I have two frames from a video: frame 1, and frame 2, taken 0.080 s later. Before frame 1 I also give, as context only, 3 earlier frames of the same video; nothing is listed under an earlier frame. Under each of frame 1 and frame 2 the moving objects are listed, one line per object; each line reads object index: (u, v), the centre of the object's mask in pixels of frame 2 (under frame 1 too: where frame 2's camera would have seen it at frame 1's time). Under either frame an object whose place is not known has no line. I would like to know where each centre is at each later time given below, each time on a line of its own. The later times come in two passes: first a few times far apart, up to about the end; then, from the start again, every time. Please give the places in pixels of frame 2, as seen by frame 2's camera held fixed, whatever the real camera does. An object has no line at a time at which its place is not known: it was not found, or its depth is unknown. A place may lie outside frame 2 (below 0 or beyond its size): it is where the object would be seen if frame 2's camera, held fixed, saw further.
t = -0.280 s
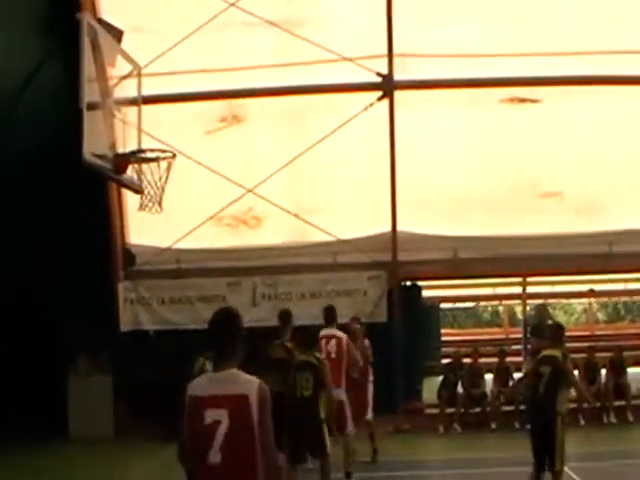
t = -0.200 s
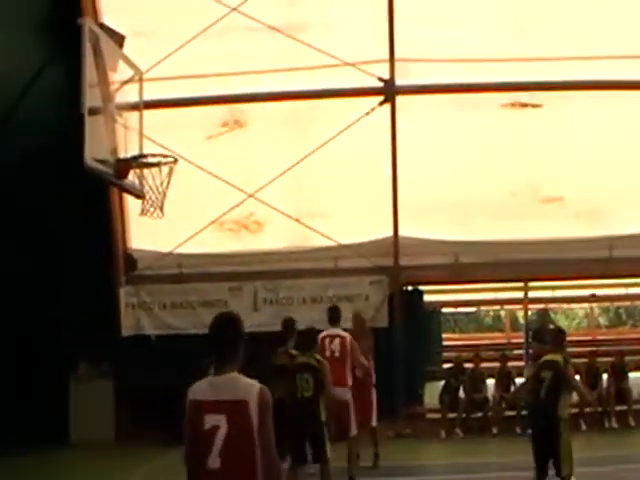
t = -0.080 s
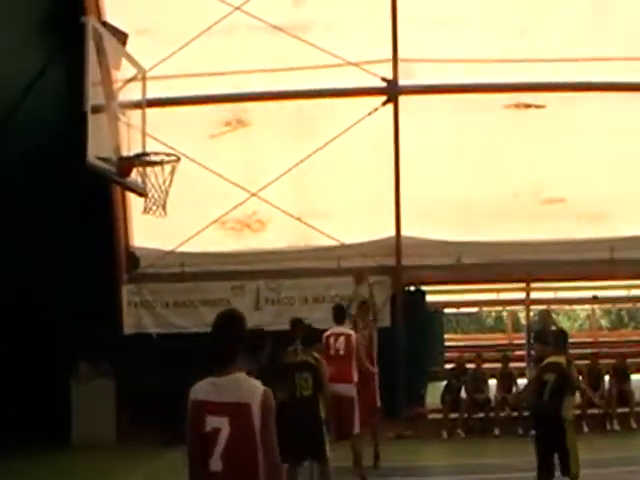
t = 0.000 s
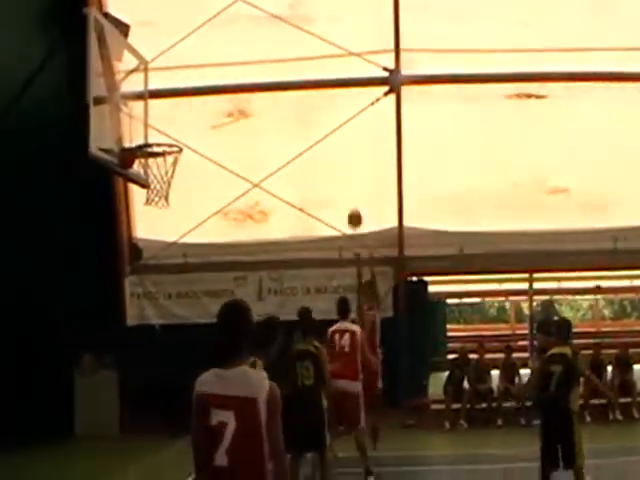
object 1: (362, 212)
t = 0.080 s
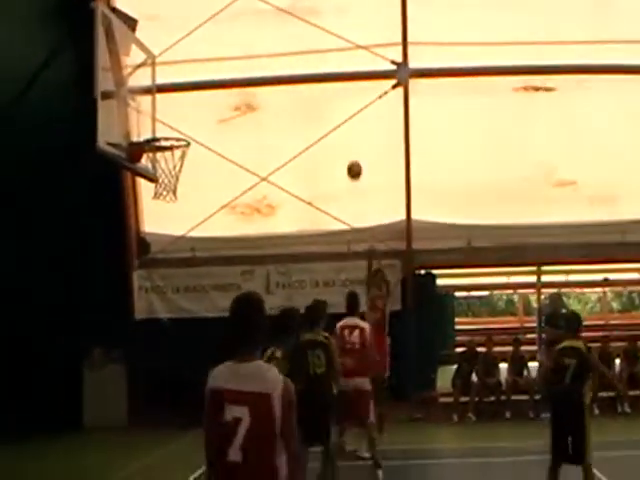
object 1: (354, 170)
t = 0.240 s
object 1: (337, 97)
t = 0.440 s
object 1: (313, 29)
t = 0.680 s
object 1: (281, -9)
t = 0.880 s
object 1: (251, -2)
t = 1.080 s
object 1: (215, 56)
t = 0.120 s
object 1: (350, 150)
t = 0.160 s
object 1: (345, 131)
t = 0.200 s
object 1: (341, 114)
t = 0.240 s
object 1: (337, 97)
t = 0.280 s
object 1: (332, 83)
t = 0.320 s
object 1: (327, 66)
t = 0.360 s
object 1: (323, 53)
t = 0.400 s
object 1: (318, 40)
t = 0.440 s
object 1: (313, 29)
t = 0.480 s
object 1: (308, 19)
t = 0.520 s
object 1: (303, 10)
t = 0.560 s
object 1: (298, 3)
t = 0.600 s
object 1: (293, -3)
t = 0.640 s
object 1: (287, -7)
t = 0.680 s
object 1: (281, -9)
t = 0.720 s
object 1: (275, -9)
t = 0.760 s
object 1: (269, -9)
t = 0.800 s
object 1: (264, -7)
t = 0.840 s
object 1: (257, -5)
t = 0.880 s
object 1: (251, -2)
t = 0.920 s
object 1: (245, 5)
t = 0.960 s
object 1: (237, 14)
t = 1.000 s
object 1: (231, 26)
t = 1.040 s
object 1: (223, 40)
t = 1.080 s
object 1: (215, 56)
